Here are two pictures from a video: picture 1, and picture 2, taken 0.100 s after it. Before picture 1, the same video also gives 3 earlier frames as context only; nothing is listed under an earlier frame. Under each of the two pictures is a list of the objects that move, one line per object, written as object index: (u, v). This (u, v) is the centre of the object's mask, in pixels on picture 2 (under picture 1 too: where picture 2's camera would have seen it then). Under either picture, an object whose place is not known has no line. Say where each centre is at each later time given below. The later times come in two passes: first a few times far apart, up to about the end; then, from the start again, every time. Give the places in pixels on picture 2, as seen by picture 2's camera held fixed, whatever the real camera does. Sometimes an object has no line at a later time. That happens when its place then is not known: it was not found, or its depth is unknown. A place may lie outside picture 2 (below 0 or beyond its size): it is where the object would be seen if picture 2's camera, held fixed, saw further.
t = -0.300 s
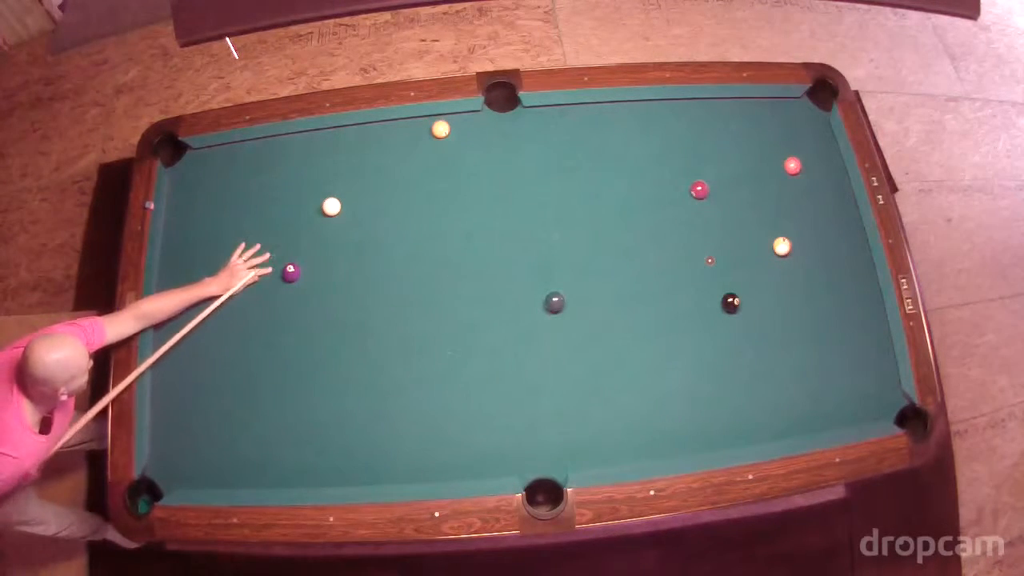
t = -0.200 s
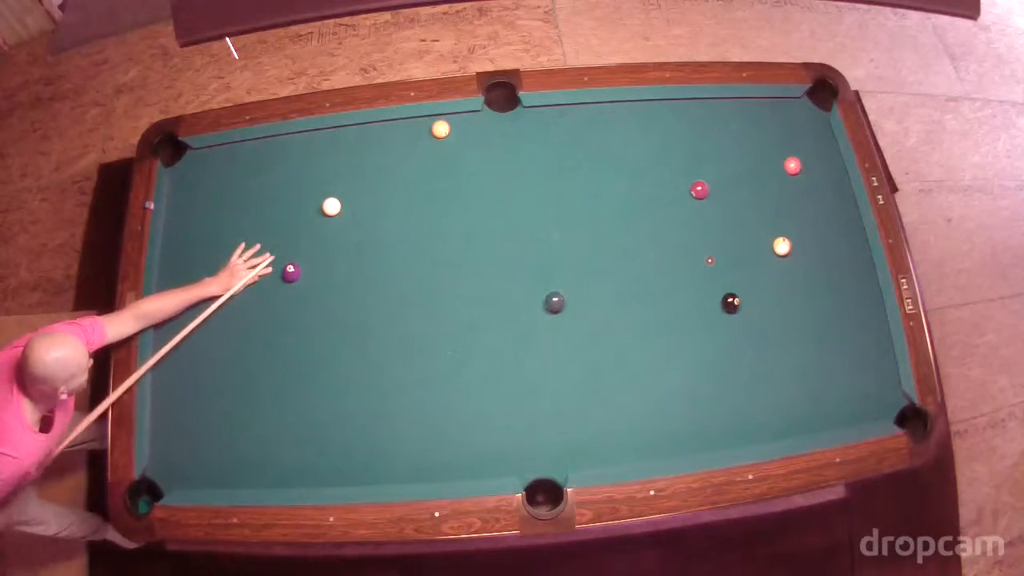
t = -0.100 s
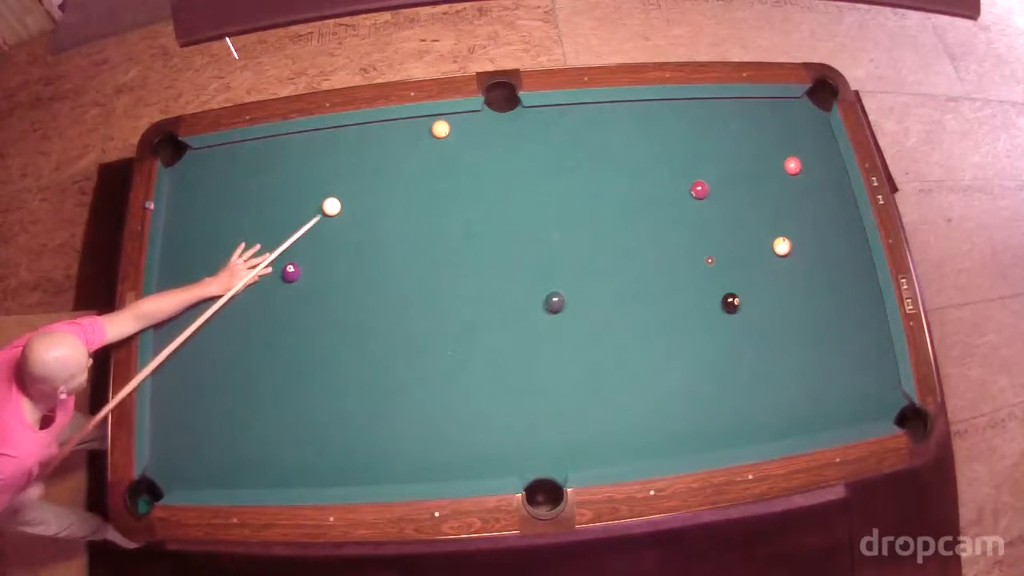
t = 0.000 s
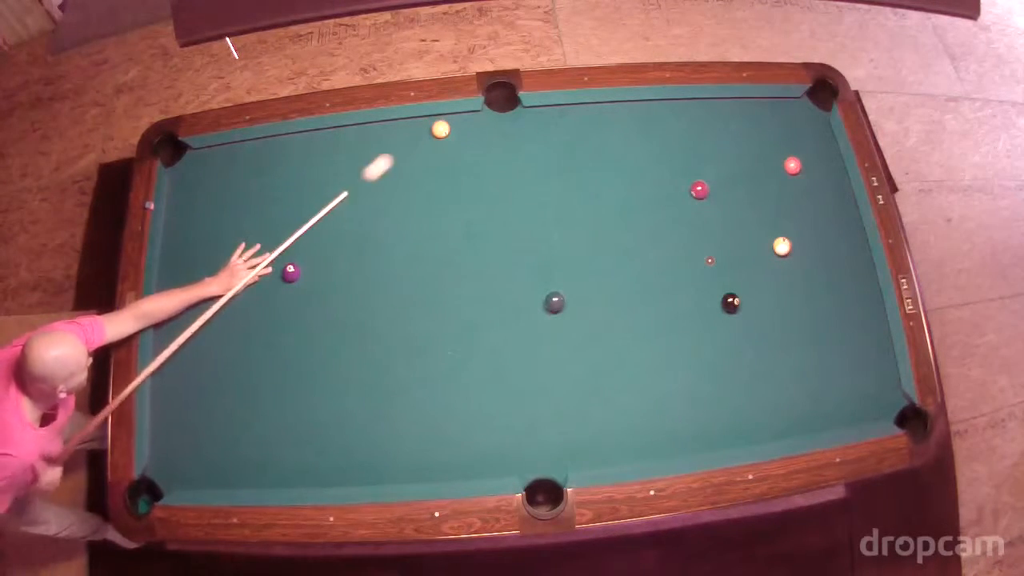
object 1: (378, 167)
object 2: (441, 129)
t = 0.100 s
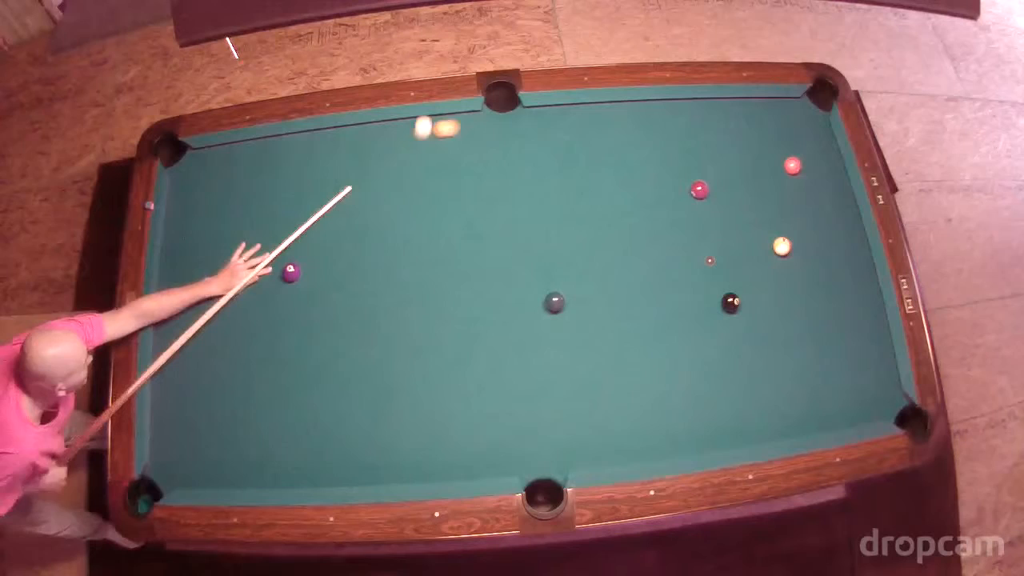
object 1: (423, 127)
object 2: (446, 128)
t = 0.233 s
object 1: (418, 143)
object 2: (500, 121)
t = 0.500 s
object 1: (403, 189)
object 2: (587, 111)
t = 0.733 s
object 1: (391, 230)
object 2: (655, 107)
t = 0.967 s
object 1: (379, 271)
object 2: (718, 107)
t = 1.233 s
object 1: (367, 319)
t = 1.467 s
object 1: (356, 361)
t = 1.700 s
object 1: (346, 401)
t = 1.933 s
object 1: (337, 440)
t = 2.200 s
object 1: (328, 475)
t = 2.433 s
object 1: (321, 456)
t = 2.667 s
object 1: (315, 440)
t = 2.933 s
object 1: (309, 422)
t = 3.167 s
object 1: (305, 409)
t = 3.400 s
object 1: (302, 397)
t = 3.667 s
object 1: (300, 385)
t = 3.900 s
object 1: (298, 376)
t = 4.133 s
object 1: (297, 369)
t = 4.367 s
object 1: (297, 364)
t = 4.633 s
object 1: (297, 359)
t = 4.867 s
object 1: (297, 356)
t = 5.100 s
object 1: (297, 355)
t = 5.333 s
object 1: (297, 355)
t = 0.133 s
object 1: (423, 125)
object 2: (461, 126)
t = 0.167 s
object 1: (421, 131)
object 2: (475, 124)
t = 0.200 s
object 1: (419, 138)
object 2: (488, 123)
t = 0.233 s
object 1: (418, 143)
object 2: (500, 121)
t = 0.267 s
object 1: (416, 149)
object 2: (512, 119)
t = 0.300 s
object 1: (414, 154)
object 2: (524, 118)
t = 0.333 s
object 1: (412, 160)
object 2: (534, 117)
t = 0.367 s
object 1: (410, 166)
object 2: (545, 115)
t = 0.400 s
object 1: (408, 171)
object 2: (555, 114)
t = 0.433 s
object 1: (407, 177)
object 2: (566, 113)
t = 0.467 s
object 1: (405, 183)
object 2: (576, 112)
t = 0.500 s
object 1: (403, 189)
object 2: (587, 111)
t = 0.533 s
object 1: (401, 194)
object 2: (597, 110)
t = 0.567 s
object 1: (399, 200)
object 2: (607, 109)
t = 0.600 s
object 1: (398, 206)
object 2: (617, 108)
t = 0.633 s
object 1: (396, 212)
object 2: (627, 108)
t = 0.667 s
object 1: (394, 218)
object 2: (637, 107)
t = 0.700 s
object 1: (393, 224)
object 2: (646, 107)
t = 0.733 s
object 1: (391, 230)
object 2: (655, 107)
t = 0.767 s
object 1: (389, 236)
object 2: (665, 107)
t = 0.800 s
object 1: (387, 241)
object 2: (674, 107)
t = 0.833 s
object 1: (386, 247)
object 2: (683, 107)
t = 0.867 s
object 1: (384, 253)
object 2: (692, 107)
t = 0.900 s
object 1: (383, 259)
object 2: (701, 107)
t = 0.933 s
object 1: (381, 265)
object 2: (710, 107)
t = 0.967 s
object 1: (379, 271)
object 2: (718, 107)
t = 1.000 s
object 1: (378, 277)
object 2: (727, 108)
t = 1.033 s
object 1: (376, 283)
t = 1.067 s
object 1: (374, 289)
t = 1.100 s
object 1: (373, 295)
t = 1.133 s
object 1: (371, 301)
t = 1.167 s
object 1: (370, 307)
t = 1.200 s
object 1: (368, 313)
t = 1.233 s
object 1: (367, 319)
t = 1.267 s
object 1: (365, 325)
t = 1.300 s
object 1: (364, 331)
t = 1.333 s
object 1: (362, 337)
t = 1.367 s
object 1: (361, 343)
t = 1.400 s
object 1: (359, 349)
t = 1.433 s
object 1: (358, 354)
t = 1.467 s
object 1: (356, 361)
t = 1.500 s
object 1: (355, 366)
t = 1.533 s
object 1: (353, 372)
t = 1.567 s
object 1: (352, 378)
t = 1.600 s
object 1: (351, 383)
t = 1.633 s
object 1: (349, 389)
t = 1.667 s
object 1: (348, 395)
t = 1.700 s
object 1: (346, 401)
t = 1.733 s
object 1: (345, 406)
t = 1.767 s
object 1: (344, 412)
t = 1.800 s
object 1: (343, 418)
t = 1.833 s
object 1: (341, 423)
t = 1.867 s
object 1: (340, 428)
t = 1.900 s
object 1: (338, 434)
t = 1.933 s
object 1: (337, 440)
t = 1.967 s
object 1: (336, 445)
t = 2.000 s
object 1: (335, 451)
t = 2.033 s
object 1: (334, 456)
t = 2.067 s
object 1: (332, 461)
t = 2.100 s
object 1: (331, 467)
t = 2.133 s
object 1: (330, 472)
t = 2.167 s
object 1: (329, 476)
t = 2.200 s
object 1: (328, 475)
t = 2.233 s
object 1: (327, 472)
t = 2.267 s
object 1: (326, 470)
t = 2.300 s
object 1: (324, 467)
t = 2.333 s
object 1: (323, 464)
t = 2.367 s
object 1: (323, 462)
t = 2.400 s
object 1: (322, 459)
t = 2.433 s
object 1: (321, 456)
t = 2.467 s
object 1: (319, 454)
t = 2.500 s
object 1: (319, 452)
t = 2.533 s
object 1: (318, 449)
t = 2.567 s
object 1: (317, 447)
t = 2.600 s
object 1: (316, 445)
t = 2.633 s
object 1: (316, 442)
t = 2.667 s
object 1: (315, 440)
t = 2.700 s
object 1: (314, 437)
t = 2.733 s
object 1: (313, 435)
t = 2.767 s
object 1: (313, 433)
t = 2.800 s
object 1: (312, 431)
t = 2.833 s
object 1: (311, 428)
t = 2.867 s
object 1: (310, 427)
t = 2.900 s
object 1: (310, 424)
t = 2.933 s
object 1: (309, 422)
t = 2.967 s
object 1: (309, 420)
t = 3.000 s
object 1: (308, 418)
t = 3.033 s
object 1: (307, 416)
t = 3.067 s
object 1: (307, 414)
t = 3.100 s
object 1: (307, 412)
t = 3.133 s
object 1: (306, 411)
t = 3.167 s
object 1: (305, 409)
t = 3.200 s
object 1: (305, 407)
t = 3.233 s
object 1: (305, 405)
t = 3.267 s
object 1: (304, 404)
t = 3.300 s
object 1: (304, 402)
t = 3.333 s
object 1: (303, 400)
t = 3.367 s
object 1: (303, 398)
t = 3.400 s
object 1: (302, 397)
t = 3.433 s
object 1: (302, 395)
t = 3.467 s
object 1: (302, 394)
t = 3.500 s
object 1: (301, 392)
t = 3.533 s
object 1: (301, 390)
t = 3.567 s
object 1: (301, 389)
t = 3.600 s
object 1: (301, 388)
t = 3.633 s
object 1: (300, 386)
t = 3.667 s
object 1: (300, 385)
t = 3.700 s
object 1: (300, 383)
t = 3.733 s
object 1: (299, 382)
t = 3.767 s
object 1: (299, 381)
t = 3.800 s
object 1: (299, 380)
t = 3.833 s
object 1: (299, 379)
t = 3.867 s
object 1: (299, 378)
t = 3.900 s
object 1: (298, 376)
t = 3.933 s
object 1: (298, 375)
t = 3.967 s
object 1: (298, 374)
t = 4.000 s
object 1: (298, 373)
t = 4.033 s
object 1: (298, 372)
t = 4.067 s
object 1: (298, 371)
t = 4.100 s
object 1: (297, 370)
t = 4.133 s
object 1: (297, 369)
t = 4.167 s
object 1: (297, 368)
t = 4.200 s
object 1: (297, 367)
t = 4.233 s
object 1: (297, 366)
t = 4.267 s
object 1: (297, 366)
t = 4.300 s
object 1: (297, 365)
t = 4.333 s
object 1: (297, 364)
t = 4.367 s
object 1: (297, 364)
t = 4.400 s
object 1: (296, 363)
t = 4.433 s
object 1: (296, 363)
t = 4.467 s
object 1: (296, 362)
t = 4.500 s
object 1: (297, 361)
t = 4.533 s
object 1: (296, 360)
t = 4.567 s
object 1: (297, 360)
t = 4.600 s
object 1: (297, 359)
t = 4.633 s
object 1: (297, 359)
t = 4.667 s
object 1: (297, 358)
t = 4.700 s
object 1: (297, 358)
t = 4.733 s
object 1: (297, 357)
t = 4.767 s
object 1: (297, 357)
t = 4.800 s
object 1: (297, 357)
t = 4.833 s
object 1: (297, 356)
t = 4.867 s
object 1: (297, 356)
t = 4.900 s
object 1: (297, 355)
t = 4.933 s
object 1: (297, 355)
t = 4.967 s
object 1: (297, 355)
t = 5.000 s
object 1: (297, 355)
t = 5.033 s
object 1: (297, 355)
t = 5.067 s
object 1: (297, 355)
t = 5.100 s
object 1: (297, 355)
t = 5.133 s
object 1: (297, 355)
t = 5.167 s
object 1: (297, 355)
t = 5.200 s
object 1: (297, 355)
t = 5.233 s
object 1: (297, 355)
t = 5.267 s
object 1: (297, 355)
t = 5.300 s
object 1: (297, 355)
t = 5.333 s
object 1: (297, 355)
